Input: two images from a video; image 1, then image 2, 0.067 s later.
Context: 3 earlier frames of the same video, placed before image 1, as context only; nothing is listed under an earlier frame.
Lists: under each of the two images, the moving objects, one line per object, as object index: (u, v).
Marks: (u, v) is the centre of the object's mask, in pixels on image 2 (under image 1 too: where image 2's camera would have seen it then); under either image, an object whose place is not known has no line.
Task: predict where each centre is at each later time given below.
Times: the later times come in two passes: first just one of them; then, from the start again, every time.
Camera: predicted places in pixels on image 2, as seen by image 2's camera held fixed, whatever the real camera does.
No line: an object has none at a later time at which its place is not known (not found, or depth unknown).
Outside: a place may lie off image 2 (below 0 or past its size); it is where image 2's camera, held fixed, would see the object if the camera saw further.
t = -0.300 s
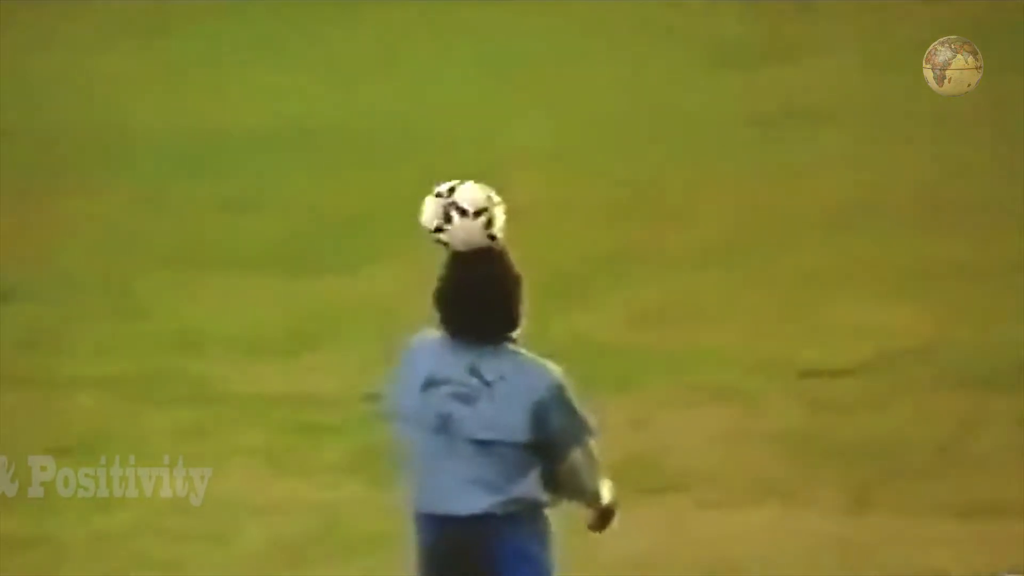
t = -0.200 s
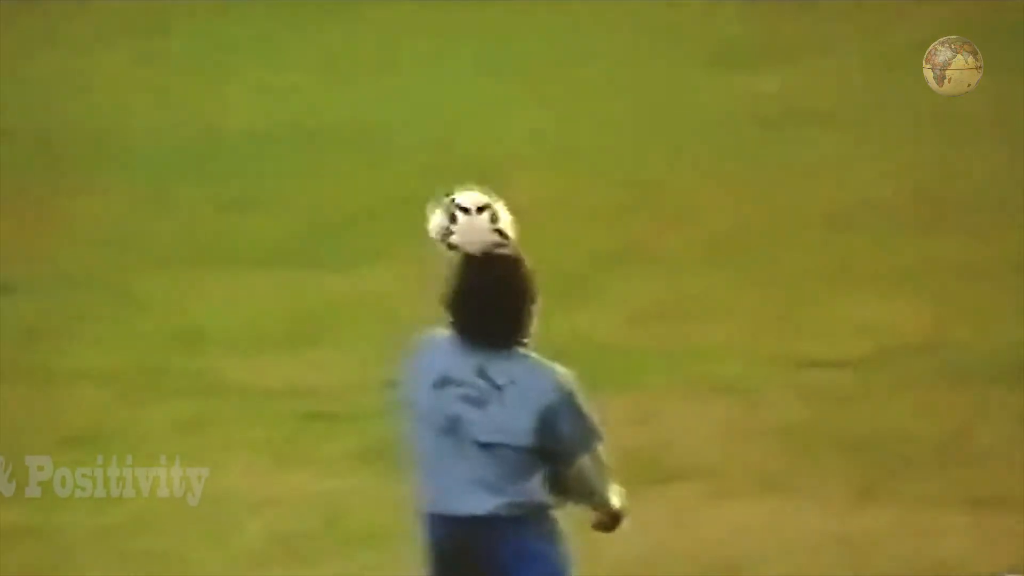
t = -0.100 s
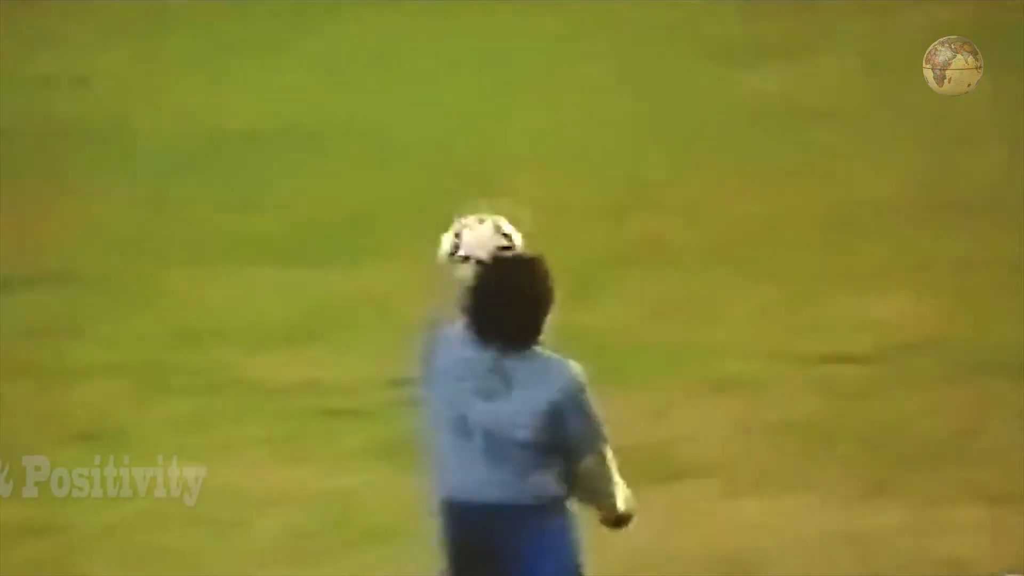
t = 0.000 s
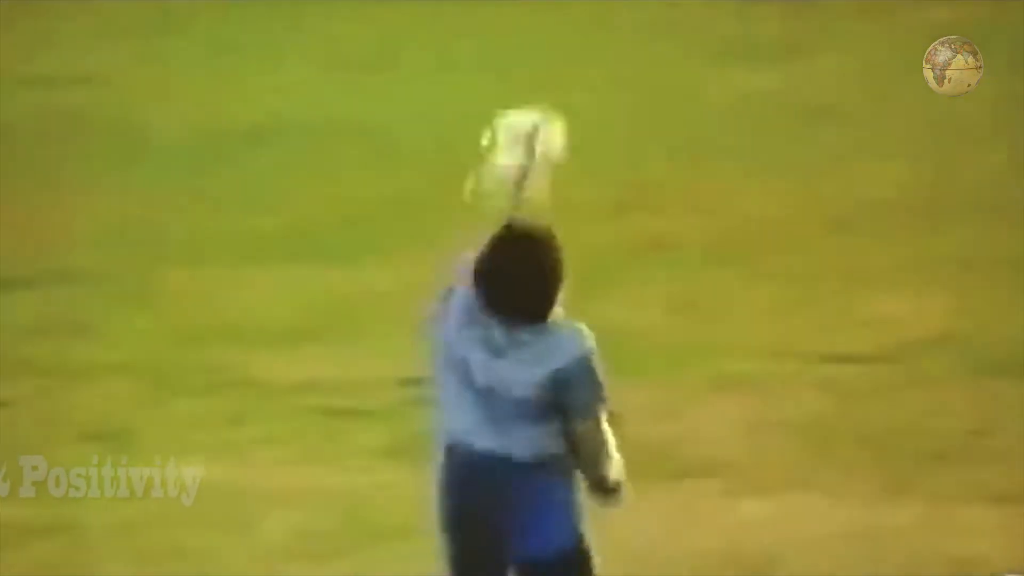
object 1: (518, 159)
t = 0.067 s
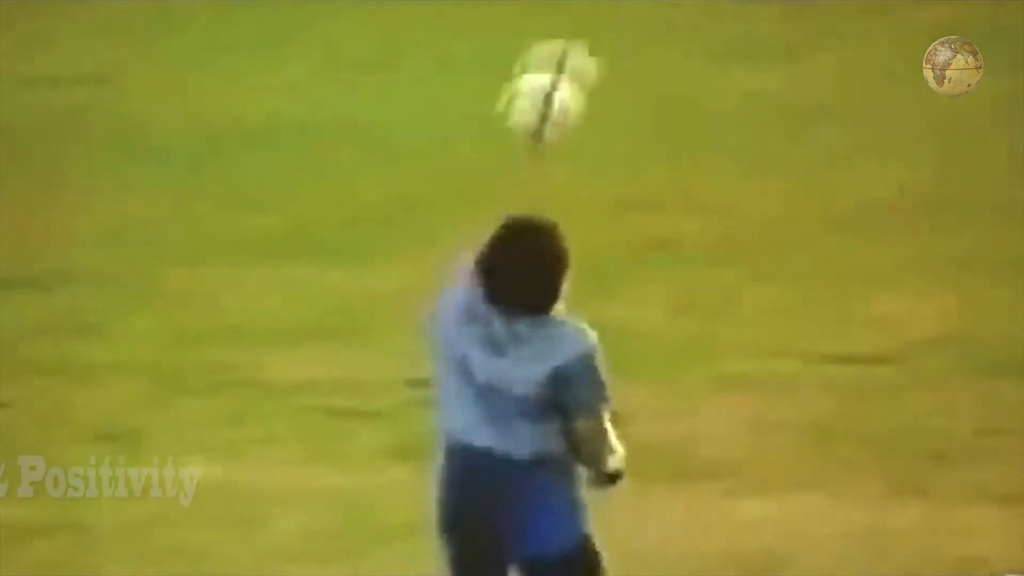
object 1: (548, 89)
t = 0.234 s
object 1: (580, 21)
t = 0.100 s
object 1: (557, 73)
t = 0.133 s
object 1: (565, 51)
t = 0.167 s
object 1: (573, 32)
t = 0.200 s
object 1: (575, 24)
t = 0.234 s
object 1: (580, 21)
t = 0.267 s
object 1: (590, 15)
